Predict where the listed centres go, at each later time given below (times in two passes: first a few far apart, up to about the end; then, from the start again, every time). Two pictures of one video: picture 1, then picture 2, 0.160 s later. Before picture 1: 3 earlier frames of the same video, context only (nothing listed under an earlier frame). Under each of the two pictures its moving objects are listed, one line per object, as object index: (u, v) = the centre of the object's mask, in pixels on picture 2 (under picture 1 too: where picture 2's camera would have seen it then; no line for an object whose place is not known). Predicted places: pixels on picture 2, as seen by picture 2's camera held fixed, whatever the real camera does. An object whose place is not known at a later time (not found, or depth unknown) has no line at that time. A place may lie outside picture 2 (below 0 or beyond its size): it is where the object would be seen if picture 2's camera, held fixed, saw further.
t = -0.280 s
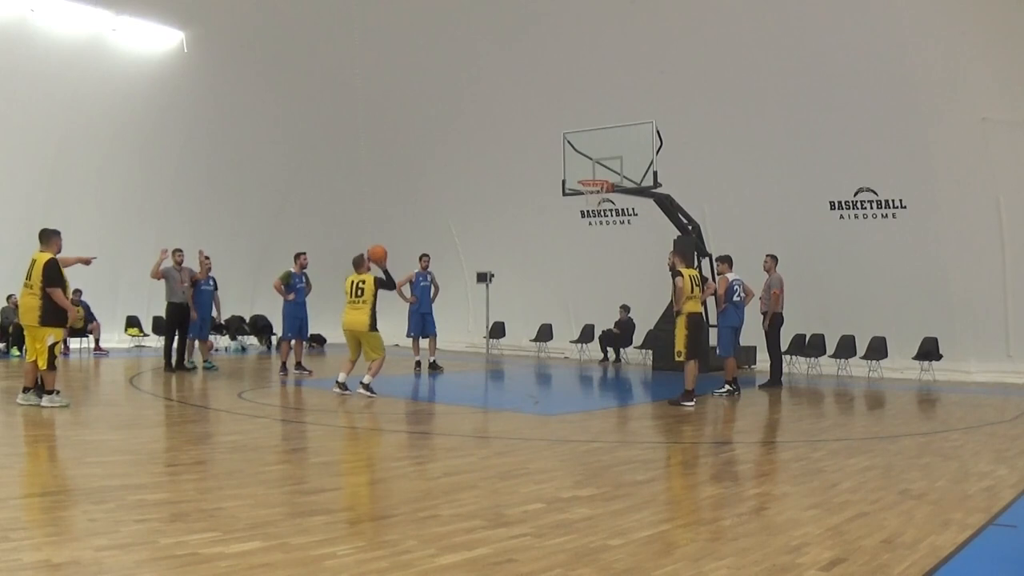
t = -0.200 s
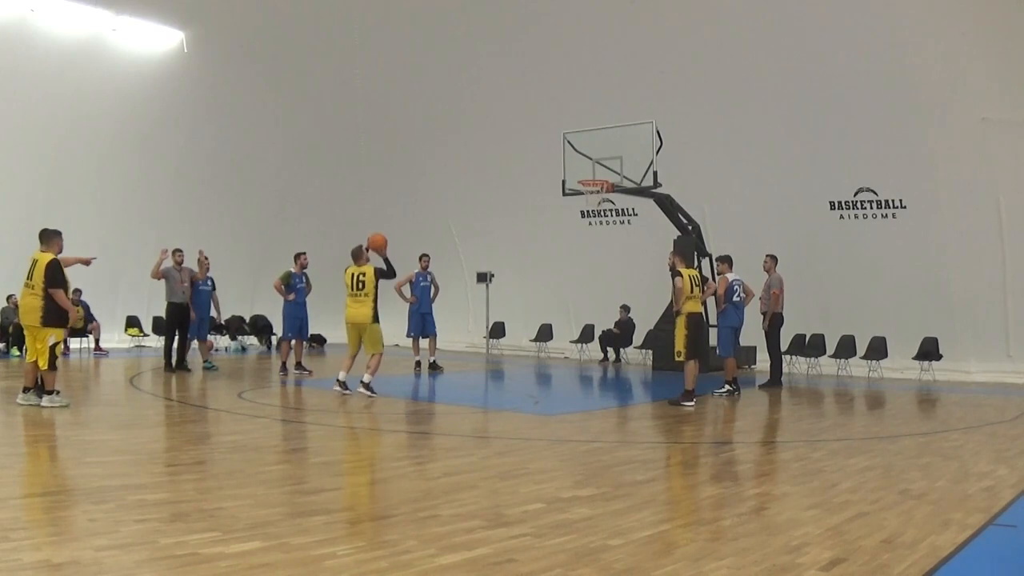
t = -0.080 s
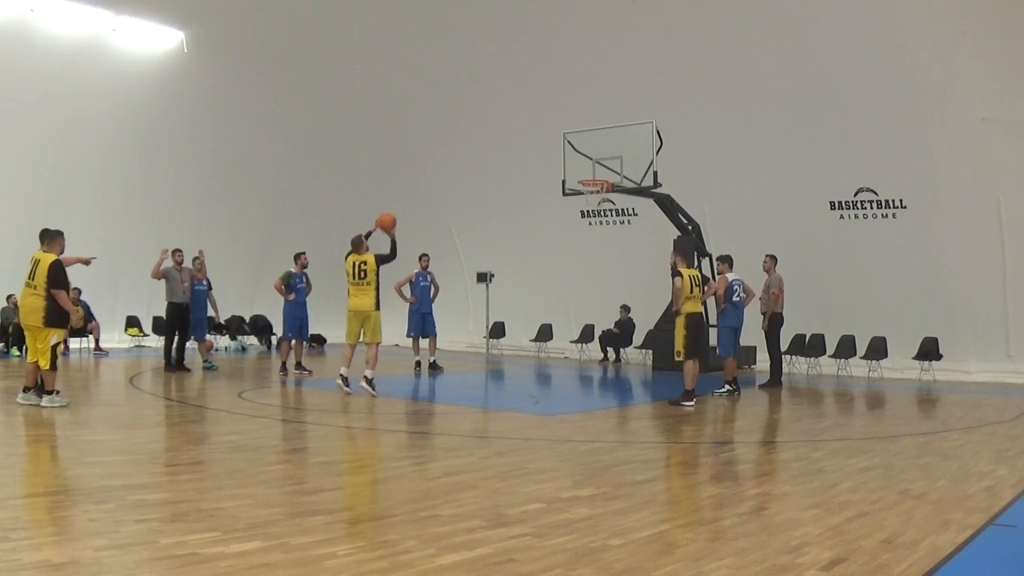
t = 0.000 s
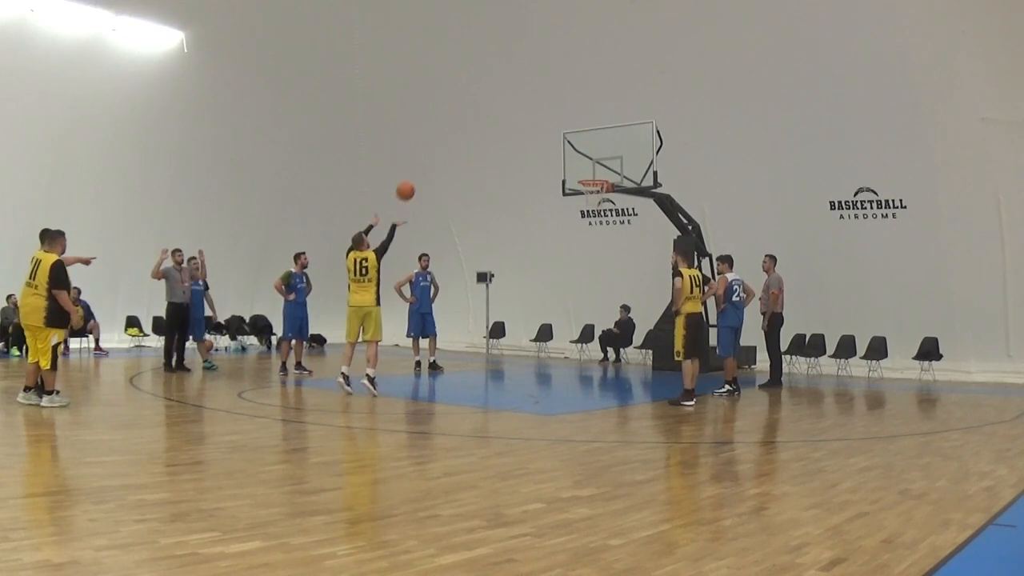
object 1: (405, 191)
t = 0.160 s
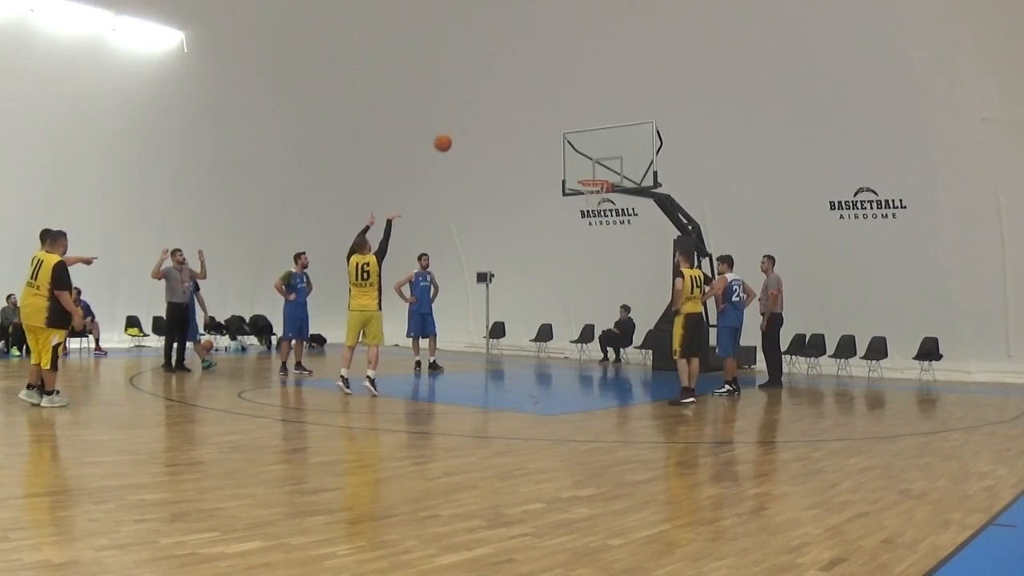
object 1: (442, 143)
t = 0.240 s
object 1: (460, 126)
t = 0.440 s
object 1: (499, 108)
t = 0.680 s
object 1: (542, 120)
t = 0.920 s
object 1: (580, 166)
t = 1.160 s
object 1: (618, 157)
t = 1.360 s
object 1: (633, 155)
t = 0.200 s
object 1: (451, 134)
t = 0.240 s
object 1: (460, 126)
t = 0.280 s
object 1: (468, 120)
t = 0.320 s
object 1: (476, 115)
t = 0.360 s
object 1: (484, 111)
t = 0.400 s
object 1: (492, 109)
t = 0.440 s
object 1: (499, 108)
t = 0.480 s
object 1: (507, 107)
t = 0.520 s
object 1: (514, 108)
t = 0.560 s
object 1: (521, 109)
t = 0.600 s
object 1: (528, 112)
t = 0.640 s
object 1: (535, 115)
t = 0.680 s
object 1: (542, 120)
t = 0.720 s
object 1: (548, 126)
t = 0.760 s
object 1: (555, 132)
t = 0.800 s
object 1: (561, 139)
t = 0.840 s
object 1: (568, 147)
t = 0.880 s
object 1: (573, 157)
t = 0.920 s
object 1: (580, 166)
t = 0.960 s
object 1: (585, 175)
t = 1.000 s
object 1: (592, 170)
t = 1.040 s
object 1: (598, 166)
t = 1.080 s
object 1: (605, 161)
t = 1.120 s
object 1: (611, 158)
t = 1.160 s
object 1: (618, 157)
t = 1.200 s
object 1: (623, 155)
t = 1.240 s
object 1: (626, 153)
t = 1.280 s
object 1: (628, 153)
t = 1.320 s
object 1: (631, 153)
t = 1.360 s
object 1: (633, 155)
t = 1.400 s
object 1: (636, 157)
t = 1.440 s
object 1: (638, 160)
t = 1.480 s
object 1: (641, 165)
